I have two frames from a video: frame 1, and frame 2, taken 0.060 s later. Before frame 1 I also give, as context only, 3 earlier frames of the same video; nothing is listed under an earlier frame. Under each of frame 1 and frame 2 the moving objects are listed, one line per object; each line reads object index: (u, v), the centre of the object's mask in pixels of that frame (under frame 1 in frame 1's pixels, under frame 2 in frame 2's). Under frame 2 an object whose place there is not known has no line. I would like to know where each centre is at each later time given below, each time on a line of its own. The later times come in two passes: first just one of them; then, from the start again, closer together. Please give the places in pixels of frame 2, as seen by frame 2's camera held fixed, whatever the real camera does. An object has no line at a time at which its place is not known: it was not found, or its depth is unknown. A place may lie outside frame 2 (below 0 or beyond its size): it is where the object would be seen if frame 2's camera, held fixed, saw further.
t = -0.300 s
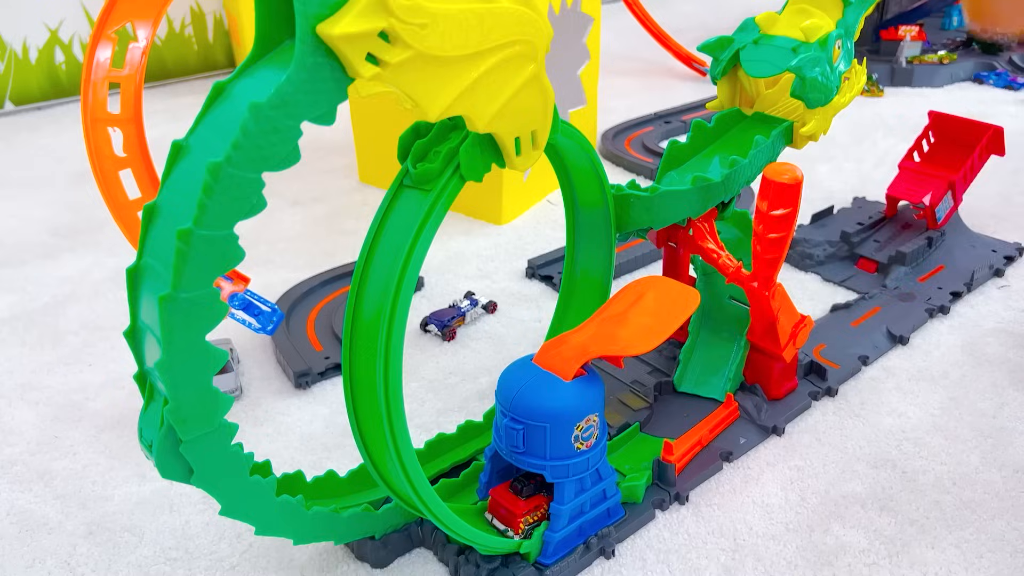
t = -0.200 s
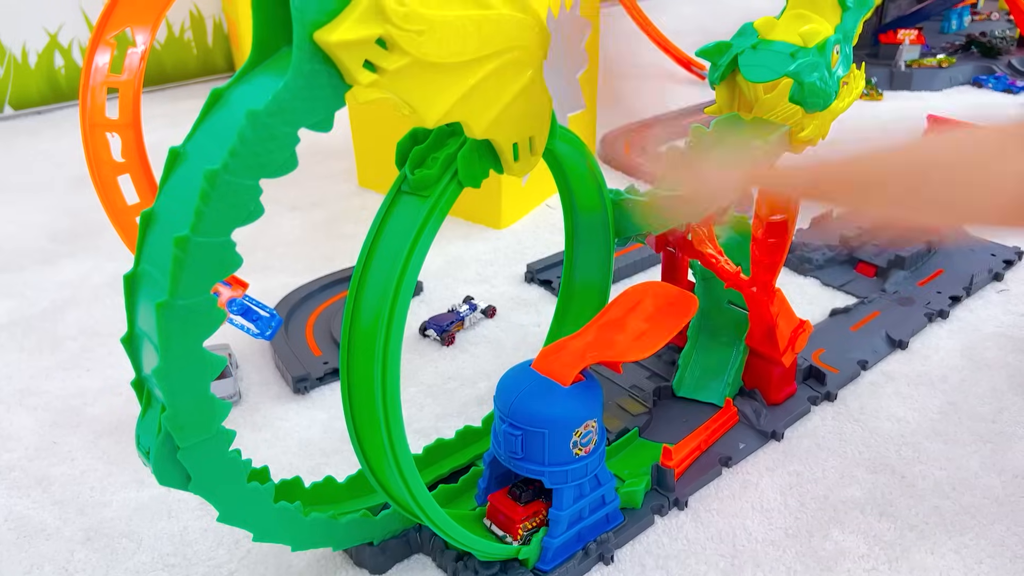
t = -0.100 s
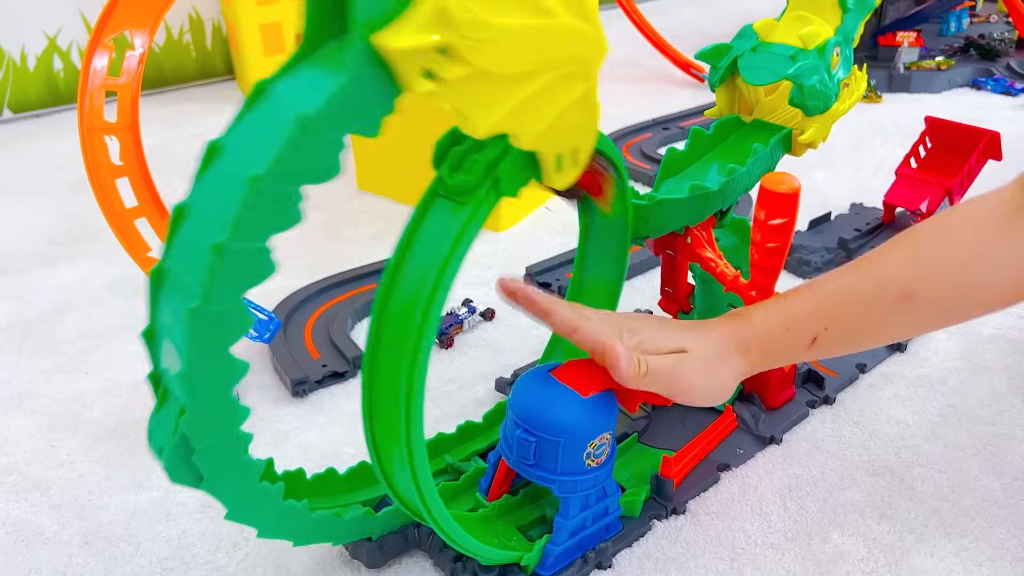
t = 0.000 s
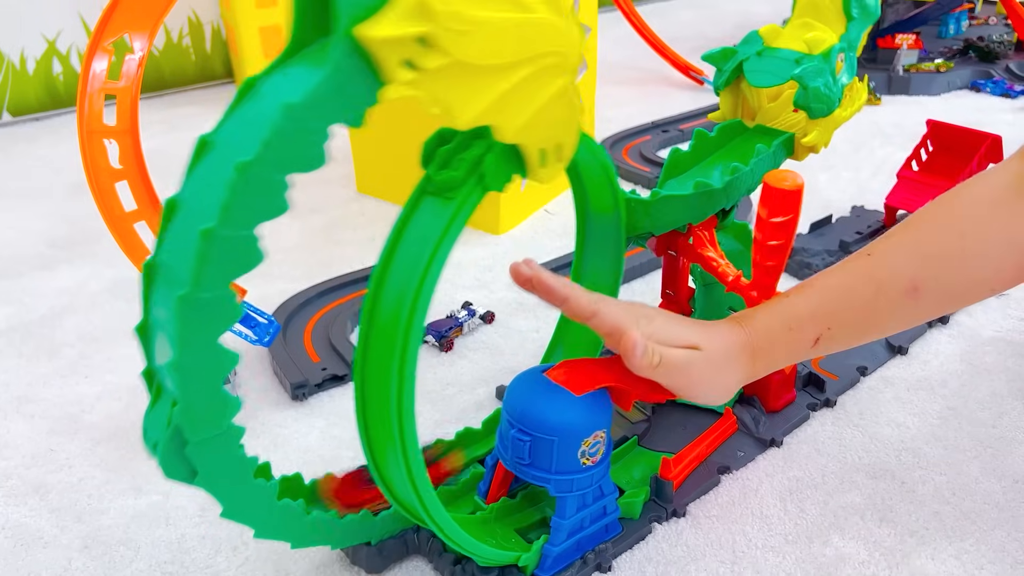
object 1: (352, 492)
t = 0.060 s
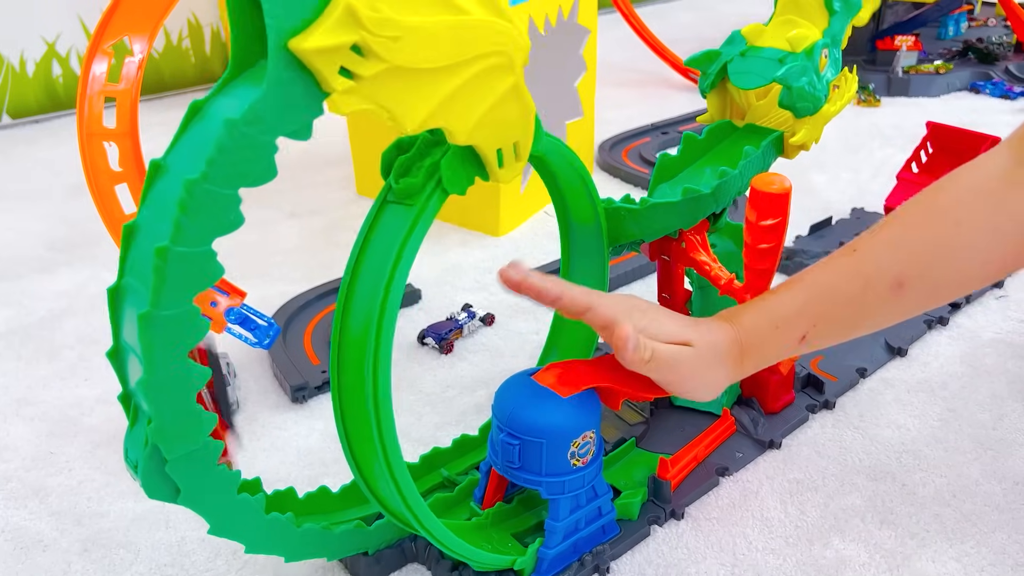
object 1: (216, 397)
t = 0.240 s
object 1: (570, 73)
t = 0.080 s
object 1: (208, 347)
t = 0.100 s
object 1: (220, 282)
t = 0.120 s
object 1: (249, 228)
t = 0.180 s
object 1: (366, 118)
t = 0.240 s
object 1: (570, 73)
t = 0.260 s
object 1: (582, 81)
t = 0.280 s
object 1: (595, 91)
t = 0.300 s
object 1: (621, 109)
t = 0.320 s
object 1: (645, 127)
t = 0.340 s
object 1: (677, 144)
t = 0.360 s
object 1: (688, 134)
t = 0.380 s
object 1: (700, 126)
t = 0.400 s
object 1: (713, 122)
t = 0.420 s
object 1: (726, 124)
